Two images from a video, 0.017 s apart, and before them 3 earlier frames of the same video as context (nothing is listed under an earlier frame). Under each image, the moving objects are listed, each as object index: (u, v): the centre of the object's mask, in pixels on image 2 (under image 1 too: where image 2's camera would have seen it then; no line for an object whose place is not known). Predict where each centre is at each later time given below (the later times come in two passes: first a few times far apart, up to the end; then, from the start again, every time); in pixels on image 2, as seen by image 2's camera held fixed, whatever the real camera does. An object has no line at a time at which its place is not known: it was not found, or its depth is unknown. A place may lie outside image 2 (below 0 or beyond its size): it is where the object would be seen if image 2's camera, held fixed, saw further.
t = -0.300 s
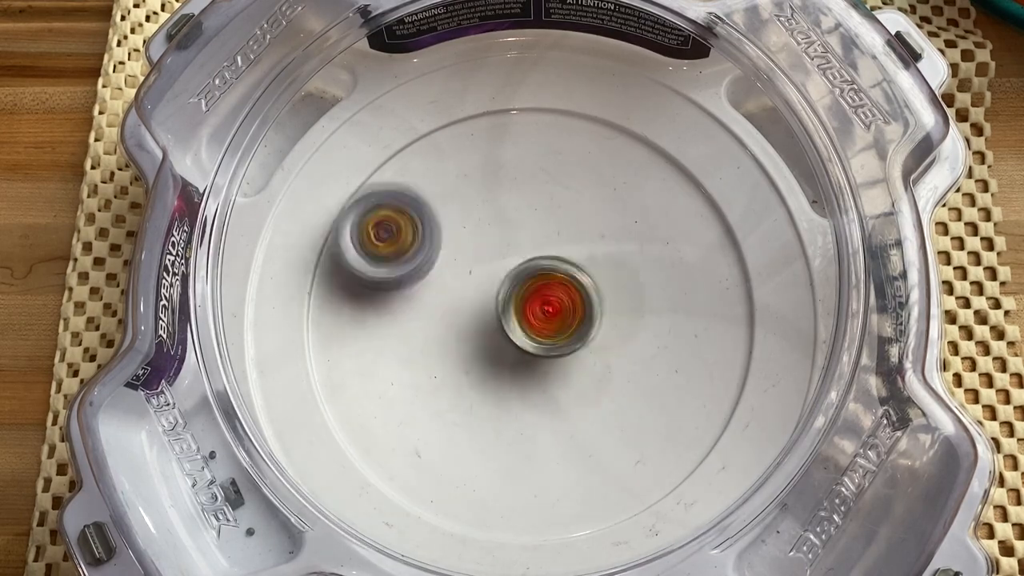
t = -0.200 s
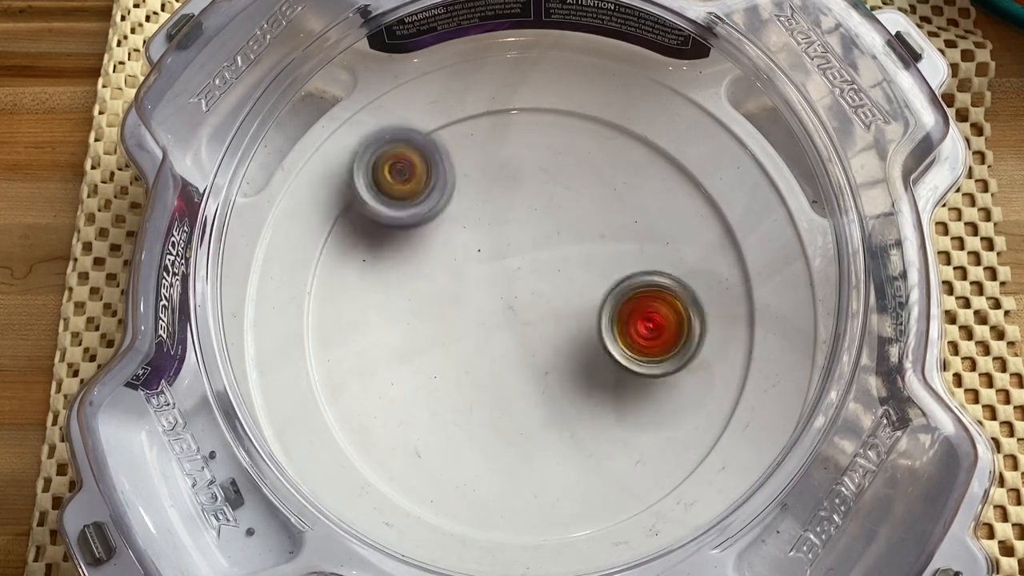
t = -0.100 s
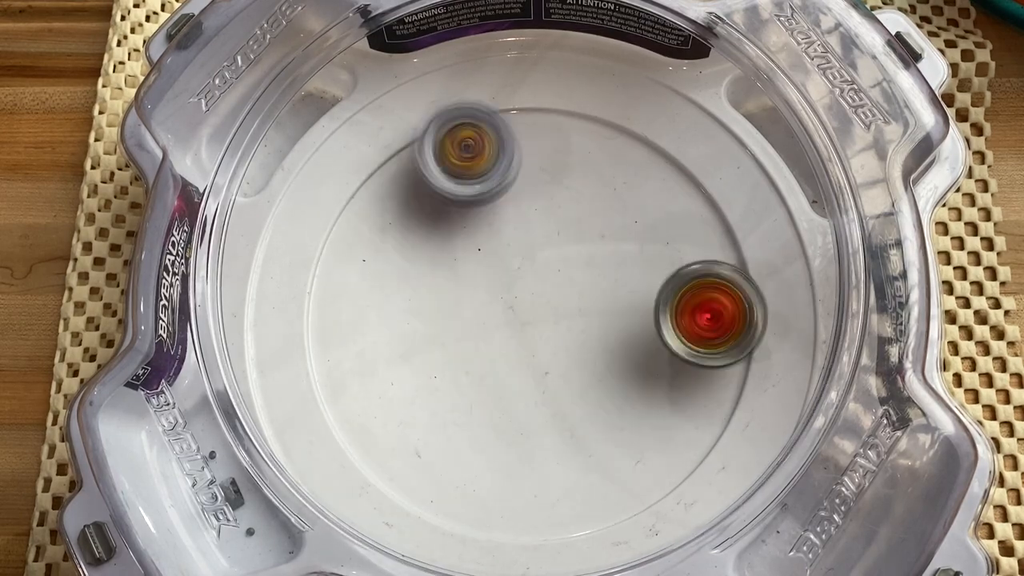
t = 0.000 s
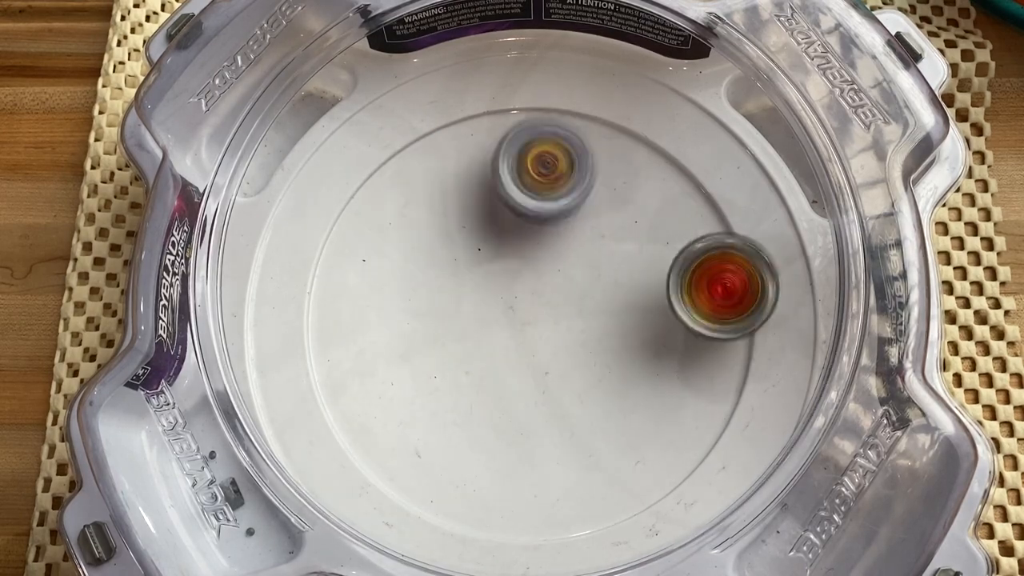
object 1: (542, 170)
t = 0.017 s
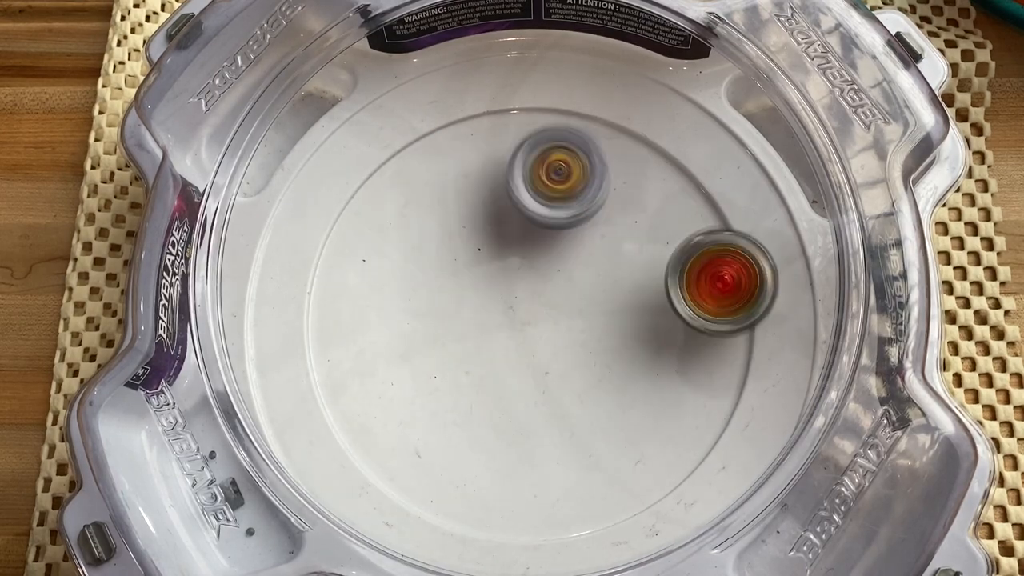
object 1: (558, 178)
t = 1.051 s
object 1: (529, 319)
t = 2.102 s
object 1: (577, 320)
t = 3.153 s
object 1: (575, 296)
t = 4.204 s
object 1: (465, 323)
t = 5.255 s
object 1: (581, 283)
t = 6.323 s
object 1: (495, 299)
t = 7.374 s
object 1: (491, 273)
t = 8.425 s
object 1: (513, 389)
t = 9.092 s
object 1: (467, 388)
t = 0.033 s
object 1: (566, 186)
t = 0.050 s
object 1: (578, 195)
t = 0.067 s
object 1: (587, 206)
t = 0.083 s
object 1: (594, 214)
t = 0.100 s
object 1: (602, 228)
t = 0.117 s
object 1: (597, 237)
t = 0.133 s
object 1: (593, 249)
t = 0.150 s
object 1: (588, 259)
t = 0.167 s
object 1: (583, 270)
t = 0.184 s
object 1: (577, 281)
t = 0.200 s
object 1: (572, 291)
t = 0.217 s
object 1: (565, 302)
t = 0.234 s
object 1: (558, 310)
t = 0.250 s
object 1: (551, 320)
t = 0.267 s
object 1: (542, 328)
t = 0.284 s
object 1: (532, 336)
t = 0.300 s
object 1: (522, 343)
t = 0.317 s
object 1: (512, 349)
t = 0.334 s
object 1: (503, 354)
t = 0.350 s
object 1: (493, 358)
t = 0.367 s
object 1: (484, 361)
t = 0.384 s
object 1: (473, 362)
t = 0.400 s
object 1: (466, 363)
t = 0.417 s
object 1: (455, 362)
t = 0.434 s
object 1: (448, 360)
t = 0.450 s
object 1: (439, 357)
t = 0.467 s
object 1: (432, 354)
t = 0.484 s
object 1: (426, 349)
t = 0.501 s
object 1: (419, 344)
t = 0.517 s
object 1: (408, 340)
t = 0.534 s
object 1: (398, 337)
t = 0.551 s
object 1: (389, 333)
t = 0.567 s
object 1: (382, 328)
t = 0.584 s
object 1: (377, 321)
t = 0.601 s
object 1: (374, 316)
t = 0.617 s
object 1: (372, 309)
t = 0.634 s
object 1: (371, 302)
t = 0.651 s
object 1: (372, 294)
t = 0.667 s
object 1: (375, 288)
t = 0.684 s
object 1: (379, 282)
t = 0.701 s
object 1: (385, 276)
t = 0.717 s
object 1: (391, 270)
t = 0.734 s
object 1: (398, 268)
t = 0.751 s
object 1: (405, 263)
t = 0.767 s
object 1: (414, 263)
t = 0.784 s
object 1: (423, 261)
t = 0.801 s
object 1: (430, 263)
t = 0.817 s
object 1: (440, 262)
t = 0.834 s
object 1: (448, 264)
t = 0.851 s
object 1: (458, 265)
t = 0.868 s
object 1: (465, 267)
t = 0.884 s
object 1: (474, 269)
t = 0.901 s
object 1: (481, 271)
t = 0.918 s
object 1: (490, 276)
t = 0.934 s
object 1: (495, 278)
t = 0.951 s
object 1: (503, 285)
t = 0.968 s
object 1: (509, 288)
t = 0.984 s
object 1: (514, 295)
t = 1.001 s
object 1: (519, 299)
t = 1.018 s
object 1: (523, 304)
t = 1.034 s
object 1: (528, 313)
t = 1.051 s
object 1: (529, 319)
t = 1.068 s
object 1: (533, 326)
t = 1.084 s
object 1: (524, 316)
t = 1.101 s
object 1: (514, 305)
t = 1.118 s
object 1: (505, 294)
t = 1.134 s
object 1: (498, 283)
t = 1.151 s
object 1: (492, 276)
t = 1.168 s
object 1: (488, 266)
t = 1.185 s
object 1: (484, 260)
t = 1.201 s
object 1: (481, 254)
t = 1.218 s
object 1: (481, 247)
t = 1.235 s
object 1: (481, 243)
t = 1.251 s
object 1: (483, 241)
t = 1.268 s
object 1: (485, 236)
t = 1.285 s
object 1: (489, 234)
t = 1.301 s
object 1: (494, 233)
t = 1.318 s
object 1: (497, 229)
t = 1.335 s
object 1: (504, 230)
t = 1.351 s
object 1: (510, 230)
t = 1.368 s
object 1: (515, 228)
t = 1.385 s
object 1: (522, 231)
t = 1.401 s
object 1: (529, 231)
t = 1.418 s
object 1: (532, 232)
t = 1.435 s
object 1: (540, 236)
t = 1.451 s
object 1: (544, 238)
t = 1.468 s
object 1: (548, 241)
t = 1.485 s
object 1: (554, 245)
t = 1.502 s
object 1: (557, 249)
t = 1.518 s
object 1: (562, 246)
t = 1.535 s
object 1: (571, 242)
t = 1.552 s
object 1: (576, 238)
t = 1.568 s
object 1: (579, 237)
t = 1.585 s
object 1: (587, 237)
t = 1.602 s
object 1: (591, 238)
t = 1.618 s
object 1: (592, 240)
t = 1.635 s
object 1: (599, 244)
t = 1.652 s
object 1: (602, 248)
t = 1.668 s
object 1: (602, 254)
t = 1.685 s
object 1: (606, 259)
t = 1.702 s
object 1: (608, 265)
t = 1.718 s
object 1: (606, 270)
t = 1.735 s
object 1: (607, 276)
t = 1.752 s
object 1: (608, 282)
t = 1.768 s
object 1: (605, 287)
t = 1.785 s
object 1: (604, 292)
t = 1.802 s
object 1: (603, 299)
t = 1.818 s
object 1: (600, 304)
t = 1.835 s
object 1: (597, 310)
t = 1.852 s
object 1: (595, 315)
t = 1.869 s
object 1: (591, 319)
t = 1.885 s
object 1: (587, 325)
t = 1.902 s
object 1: (584, 329)
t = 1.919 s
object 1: (579, 333)
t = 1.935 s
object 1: (575, 337)
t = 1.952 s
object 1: (570, 340)
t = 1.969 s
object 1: (564, 343)
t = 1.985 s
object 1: (560, 346)
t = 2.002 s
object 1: (554, 349)
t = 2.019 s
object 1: (549, 350)
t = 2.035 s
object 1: (550, 349)
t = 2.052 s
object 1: (558, 340)
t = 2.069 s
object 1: (566, 333)
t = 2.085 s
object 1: (572, 328)
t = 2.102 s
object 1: (577, 320)
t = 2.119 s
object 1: (581, 316)
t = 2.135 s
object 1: (583, 313)
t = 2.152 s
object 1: (586, 311)
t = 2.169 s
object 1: (589, 308)
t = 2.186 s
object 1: (589, 305)
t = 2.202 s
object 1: (590, 304)
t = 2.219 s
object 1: (590, 304)
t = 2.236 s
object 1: (592, 304)
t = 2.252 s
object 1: (593, 302)
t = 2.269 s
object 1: (591, 302)
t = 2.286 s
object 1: (592, 302)
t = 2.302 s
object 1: (591, 303)
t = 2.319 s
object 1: (591, 302)
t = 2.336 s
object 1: (590, 301)
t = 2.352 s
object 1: (588, 302)
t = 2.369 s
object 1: (588, 302)
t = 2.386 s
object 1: (587, 303)
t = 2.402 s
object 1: (584, 302)
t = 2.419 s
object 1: (583, 302)
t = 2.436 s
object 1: (580, 302)
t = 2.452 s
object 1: (578, 302)
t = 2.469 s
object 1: (584, 298)
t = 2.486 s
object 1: (593, 288)
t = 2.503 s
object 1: (601, 283)
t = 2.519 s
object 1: (608, 278)
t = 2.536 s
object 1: (616, 275)
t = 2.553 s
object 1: (625, 273)
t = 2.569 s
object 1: (633, 268)
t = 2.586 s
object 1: (638, 266)
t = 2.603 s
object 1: (641, 265)
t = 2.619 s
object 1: (645, 266)
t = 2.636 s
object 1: (649, 268)
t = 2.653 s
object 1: (655, 268)
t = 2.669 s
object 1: (659, 267)
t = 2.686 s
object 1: (661, 267)
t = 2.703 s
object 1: (662, 268)
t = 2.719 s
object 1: (663, 270)
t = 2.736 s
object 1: (666, 272)
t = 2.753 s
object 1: (667, 273)
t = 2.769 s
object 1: (667, 274)
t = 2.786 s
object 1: (667, 275)
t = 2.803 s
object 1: (664, 277)
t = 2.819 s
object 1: (662, 280)
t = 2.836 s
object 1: (660, 282)
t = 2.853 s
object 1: (658, 284)
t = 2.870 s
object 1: (655, 286)
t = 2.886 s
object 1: (651, 287)
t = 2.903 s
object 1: (646, 287)
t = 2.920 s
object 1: (641, 289)
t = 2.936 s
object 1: (636, 290)
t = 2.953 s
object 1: (630, 292)
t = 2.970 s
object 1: (623, 293)
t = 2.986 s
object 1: (616, 294)
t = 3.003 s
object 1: (610, 293)
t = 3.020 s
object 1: (603, 293)
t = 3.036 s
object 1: (595, 294)
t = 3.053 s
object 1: (590, 294)
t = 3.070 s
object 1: (583, 294)
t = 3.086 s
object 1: (583, 296)
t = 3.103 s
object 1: (582, 297)
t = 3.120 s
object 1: (580, 298)
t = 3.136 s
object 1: (578, 296)
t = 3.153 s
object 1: (575, 296)
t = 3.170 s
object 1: (570, 297)
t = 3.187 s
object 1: (566, 298)
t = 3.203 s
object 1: (561, 297)
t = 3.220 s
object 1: (556, 297)
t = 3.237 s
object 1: (551, 296)
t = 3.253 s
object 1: (547, 295)
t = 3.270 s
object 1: (548, 298)
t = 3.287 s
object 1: (548, 301)
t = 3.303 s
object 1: (549, 303)
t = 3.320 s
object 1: (547, 305)
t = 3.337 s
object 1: (545, 307)
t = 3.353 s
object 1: (541, 309)
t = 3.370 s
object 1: (539, 309)
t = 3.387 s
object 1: (536, 310)
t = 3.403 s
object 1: (532, 310)
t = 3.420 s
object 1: (529, 310)
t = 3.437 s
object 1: (525, 311)
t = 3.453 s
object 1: (520, 312)
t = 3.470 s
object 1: (516, 311)
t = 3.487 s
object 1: (517, 316)
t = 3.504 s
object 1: (519, 323)
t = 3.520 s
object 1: (520, 329)
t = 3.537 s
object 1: (521, 334)
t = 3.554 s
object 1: (522, 338)
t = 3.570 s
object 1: (521, 341)
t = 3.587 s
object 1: (520, 344)
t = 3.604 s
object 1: (518, 346)
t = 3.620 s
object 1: (516, 348)
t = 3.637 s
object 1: (513, 351)
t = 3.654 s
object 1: (511, 353)
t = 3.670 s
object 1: (508, 354)
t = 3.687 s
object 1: (505, 356)
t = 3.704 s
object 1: (502, 357)
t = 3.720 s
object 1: (500, 358)
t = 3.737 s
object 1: (496, 359)
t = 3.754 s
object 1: (494, 360)
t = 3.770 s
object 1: (491, 360)
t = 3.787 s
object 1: (488, 361)
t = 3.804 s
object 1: (485, 361)
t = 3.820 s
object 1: (482, 360)
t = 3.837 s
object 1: (480, 360)
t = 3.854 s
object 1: (477, 359)
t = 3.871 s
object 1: (475, 358)
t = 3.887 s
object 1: (473, 356)
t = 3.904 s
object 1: (472, 356)
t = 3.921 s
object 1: (471, 354)
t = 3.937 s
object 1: (469, 353)
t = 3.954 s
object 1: (469, 350)
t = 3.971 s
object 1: (467, 350)
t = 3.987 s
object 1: (463, 350)
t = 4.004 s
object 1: (461, 350)
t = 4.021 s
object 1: (460, 349)
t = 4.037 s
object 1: (459, 348)
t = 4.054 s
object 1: (458, 347)
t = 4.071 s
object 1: (458, 344)
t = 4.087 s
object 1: (457, 343)
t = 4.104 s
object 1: (458, 340)
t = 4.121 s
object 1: (457, 338)
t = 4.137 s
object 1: (459, 335)
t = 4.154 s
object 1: (459, 333)
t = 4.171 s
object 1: (461, 330)
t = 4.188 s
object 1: (463, 327)
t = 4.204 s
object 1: (465, 323)
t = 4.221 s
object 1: (467, 320)
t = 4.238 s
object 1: (471, 317)
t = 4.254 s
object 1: (474, 315)
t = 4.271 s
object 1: (478, 312)
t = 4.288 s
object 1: (482, 310)
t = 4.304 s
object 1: (487, 307)
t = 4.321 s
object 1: (491, 306)
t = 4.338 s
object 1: (496, 303)
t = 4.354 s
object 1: (500, 302)
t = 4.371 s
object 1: (504, 299)
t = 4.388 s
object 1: (508, 298)
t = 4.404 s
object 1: (512, 296)
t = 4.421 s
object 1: (516, 295)
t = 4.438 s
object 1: (514, 291)
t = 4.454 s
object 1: (513, 289)
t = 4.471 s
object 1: (513, 286)
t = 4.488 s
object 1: (513, 285)
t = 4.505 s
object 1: (515, 282)
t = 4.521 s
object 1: (516, 282)
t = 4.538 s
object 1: (519, 281)
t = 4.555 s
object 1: (522, 279)
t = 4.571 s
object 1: (528, 279)
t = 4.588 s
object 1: (537, 277)
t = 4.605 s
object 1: (547, 277)
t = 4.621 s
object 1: (555, 278)
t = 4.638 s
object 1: (563, 280)
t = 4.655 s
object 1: (569, 282)
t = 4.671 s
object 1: (573, 283)
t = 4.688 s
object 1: (578, 283)
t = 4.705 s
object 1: (581, 281)
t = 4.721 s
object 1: (586, 281)
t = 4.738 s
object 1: (590, 280)
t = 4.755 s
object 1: (594, 280)
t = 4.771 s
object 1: (598, 280)
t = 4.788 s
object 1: (601, 282)
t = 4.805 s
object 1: (604, 282)
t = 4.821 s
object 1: (604, 283)
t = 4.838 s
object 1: (606, 281)
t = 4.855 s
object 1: (608, 282)
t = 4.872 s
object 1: (610, 283)
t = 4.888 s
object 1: (612, 283)
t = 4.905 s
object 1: (613, 286)
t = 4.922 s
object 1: (614, 287)
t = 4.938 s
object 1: (613, 289)
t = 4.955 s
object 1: (612, 290)
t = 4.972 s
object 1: (610, 291)
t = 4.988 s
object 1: (611, 293)
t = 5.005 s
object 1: (611, 290)
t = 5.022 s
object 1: (613, 290)
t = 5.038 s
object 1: (613, 288)
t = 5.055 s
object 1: (611, 288)
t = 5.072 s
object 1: (610, 287)
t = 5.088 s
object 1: (608, 285)
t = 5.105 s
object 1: (607, 285)
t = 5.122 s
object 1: (605, 285)
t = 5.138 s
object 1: (602, 286)
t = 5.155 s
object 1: (600, 286)
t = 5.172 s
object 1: (594, 286)
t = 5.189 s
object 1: (591, 286)
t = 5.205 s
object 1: (589, 286)
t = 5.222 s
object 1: (586, 286)
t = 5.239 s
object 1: (583, 285)
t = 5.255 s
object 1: (581, 283)
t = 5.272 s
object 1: (579, 280)
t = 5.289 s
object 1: (577, 277)
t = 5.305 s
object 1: (575, 276)
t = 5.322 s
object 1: (573, 274)
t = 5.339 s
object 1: (570, 274)
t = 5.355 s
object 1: (568, 271)
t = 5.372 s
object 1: (564, 270)
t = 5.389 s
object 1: (562, 269)
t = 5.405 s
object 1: (559, 268)
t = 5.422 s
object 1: (556, 269)
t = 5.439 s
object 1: (553, 267)
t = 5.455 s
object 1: (549, 266)
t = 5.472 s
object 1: (550, 262)
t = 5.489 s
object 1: (550, 260)
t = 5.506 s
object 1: (551, 259)
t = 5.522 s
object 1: (553, 256)
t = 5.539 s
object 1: (554, 254)
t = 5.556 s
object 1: (554, 253)
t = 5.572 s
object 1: (554, 252)
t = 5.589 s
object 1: (554, 253)
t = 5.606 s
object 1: (553, 252)
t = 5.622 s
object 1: (552, 252)
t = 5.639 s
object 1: (552, 253)
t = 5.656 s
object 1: (550, 255)
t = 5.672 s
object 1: (549, 257)
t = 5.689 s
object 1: (548, 257)
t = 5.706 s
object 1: (546, 258)
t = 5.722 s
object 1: (545, 261)
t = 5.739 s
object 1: (544, 263)
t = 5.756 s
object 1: (542, 265)
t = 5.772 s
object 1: (541, 267)
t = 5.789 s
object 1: (539, 268)
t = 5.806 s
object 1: (537, 273)
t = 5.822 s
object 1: (536, 274)
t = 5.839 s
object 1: (533, 277)
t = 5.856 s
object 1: (531, 279)
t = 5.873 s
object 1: (530, 280)
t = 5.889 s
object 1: (530, 277)
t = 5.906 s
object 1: (530, 276)
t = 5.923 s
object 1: (529, 274)
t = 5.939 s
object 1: (528, 276)
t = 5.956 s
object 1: (527, 277)
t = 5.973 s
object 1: (524, 278)
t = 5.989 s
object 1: (524, 279)
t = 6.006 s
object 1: (523, 280)
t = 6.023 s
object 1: (521, 283)
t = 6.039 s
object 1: (520, 284)
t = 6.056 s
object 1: (519, 284)
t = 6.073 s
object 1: (517, 288)
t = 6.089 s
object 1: (516, 290)
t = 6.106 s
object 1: (514, 291)
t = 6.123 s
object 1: (512, 292)
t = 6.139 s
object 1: (510, 292)
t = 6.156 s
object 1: (509, 293)
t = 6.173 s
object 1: (507, 293)
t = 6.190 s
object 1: (506, 292)
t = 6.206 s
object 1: (504, 295)
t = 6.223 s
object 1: (503, 295)
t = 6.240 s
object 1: (500, 295)
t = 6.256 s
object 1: (499, 297)
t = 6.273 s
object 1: (499, 297)
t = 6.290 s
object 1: (496, 298)
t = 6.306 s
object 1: (496, 298)
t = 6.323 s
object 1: (495, 299)
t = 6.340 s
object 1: (493, 301)
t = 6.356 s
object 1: (492, 301)
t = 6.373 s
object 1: (492, 301)
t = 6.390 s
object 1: (491, 305)
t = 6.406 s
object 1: (491, 304)
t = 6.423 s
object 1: (490, 304)
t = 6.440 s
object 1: (488, 305)
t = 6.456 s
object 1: (487, 305)
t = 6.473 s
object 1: (484, 304)
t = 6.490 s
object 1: (483, 304)
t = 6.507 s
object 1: (482, 304)
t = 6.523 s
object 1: (481, 304)
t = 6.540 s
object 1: (480, 303)
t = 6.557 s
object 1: (481, 303)
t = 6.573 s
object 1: (479, 305)
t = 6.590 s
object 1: (479, 303)
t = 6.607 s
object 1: (477, 303)
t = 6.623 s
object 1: (474, 303)
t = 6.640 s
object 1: (474, 302)
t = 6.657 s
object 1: (473, 300)
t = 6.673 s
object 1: (472, 301)
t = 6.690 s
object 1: (472, 299)
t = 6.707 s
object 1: (470, 297)
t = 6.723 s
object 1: (471, 299)
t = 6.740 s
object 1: (470, 297)
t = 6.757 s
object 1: (468, 295)
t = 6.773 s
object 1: (468, 294)
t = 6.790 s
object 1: (466, 293)
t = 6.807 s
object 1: (465, 290)
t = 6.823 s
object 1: (465, 288)
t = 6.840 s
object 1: (464, 288)
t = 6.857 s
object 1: (462, 284)
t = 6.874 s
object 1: (455, 279)
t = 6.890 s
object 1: (449, 275)
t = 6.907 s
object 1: (447, 271)
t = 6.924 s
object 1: (445, 268)
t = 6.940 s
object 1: (444, 266)
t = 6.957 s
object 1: (444, 262)
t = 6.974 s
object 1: (444, 260)
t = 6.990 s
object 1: (443, 259)
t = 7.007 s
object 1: (444, 256)
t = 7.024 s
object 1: (445, 254)
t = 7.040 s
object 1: (446, 254)
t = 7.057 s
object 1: (447, 253)
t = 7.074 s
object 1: (449, 251)
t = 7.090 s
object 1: (451, 251)
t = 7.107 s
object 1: (453, 251)
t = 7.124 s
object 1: (456, 250)
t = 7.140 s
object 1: (459, 252)
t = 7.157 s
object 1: (460, 253)
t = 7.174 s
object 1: (464, 252)
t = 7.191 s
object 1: (469, 255)
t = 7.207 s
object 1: (470, 255)
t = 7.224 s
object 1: (475, 256)
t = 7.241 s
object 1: (480, 259)
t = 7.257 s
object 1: (481, 261)
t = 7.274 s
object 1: (486, 261)
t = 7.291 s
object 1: (489, 266)
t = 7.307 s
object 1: (490, 267)
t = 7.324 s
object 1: (493, 268)
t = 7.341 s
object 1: (493, 270)
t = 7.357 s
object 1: (490, 270)
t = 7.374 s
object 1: (491, 273)
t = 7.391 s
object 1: (491, 273)
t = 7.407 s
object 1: (491, 274)
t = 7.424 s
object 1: (492, 278)
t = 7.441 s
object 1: (489, 279)
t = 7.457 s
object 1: (476, 276)
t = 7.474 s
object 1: (466, 274)
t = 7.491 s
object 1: (460, 273)
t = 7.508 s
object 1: (451, 273)
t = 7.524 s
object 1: (448, 272)
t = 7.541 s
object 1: (443, 274)
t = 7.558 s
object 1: (440, 272)
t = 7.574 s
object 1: (439, 274)
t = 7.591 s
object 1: (436, 273)
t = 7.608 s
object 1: (436, 274)
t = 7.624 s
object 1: (433, 274)
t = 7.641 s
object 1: (432, 274)
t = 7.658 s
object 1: (430, 276)
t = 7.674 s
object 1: (429, 277)
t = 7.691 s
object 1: (427, 279)
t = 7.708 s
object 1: (427, 281)
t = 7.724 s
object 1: (427, 282)
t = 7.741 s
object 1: (427, 283)
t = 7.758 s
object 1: (426, 287)
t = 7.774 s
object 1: (427, 288)
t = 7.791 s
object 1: (429, 291)
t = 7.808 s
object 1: (428, 293)
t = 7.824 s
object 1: (431, 296)
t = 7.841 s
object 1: (432, 298)
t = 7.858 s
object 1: (434, 299)
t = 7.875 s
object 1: (437, 305)
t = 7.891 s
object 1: (438, 305)
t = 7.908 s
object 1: (443, 309)
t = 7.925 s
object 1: (444, 311)
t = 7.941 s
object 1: (449, 313)
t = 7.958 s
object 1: (451, 316)
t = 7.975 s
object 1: (454, 316)
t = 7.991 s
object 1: (458, 322)
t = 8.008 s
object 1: (461, 321)
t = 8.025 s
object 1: (468, 325)
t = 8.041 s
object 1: (469, 325)
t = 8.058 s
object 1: (475, 327)
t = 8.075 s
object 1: (479, 328)
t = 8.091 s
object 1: (483, 329)
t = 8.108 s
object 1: (489, 331)
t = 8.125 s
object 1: (487, 338)
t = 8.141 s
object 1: (487, 348)
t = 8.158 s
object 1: (481, 354)
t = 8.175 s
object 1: (482, 363)
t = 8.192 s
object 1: (479, 367)
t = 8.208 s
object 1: (481, 372)
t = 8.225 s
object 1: (480, 377)
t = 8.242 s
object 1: (484, 380)
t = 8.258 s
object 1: (487, 382)
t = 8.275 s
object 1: (490, 383)
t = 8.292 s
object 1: (491, 385)
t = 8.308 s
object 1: (495, 386)
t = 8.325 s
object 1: (497, 387)
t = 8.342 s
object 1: (500, 387)
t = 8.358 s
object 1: (502, 389)
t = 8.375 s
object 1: (506, 389)
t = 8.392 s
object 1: (509, 390)
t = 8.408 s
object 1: (511, 387)
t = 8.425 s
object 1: (513, 389)
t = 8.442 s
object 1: (516, 387)
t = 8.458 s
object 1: (519, 387)
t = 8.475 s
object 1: (521, 383)
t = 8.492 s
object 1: (522, 384)
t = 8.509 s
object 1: (525, 380)
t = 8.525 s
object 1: (527, 379)
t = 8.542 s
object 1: (528, 375)
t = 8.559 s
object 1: (531, 375)
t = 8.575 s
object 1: (532, 371)
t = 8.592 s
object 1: (534, 370)
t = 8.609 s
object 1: (535, 363)
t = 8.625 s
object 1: (537, 364)
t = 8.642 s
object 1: (537, 357)
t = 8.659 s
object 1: (535, 369)
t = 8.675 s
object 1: (530, 379)
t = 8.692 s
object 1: (528, 391)
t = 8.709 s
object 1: (526, 397)
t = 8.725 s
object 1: (522, 409)
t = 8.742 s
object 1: (520, 418)
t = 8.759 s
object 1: (517, 420)
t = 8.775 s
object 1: (514, 430)
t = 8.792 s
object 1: (513, 430)
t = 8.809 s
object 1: (512, 430)
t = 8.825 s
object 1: (509, 431)
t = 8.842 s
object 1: (507, 427)
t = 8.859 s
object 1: (504, 428)
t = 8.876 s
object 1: (502, 423)
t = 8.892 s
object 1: (498, 420)
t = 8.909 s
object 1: (495, 416)
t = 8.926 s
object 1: (491, 413)
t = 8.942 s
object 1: (489, 412)
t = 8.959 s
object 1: (487, 407)
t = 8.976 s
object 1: (484, 406)
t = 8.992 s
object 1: (481, 402)
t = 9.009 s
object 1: (478, 400)
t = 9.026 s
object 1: (476, 398)
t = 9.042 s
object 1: (475, 393)
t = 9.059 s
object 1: (471, 392)
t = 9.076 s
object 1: (469, 389)
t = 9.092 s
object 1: (467, 388)
